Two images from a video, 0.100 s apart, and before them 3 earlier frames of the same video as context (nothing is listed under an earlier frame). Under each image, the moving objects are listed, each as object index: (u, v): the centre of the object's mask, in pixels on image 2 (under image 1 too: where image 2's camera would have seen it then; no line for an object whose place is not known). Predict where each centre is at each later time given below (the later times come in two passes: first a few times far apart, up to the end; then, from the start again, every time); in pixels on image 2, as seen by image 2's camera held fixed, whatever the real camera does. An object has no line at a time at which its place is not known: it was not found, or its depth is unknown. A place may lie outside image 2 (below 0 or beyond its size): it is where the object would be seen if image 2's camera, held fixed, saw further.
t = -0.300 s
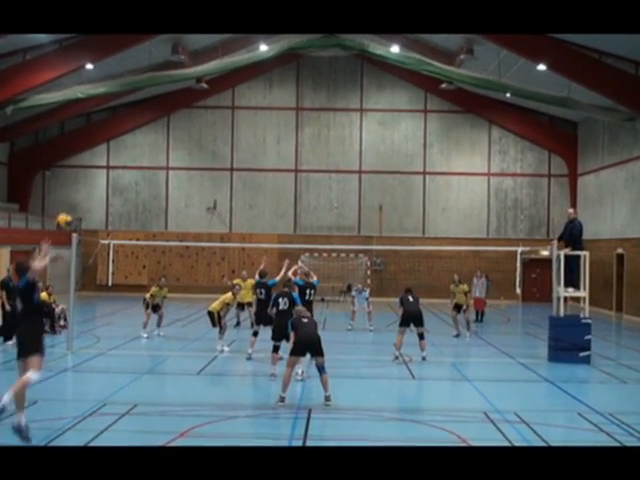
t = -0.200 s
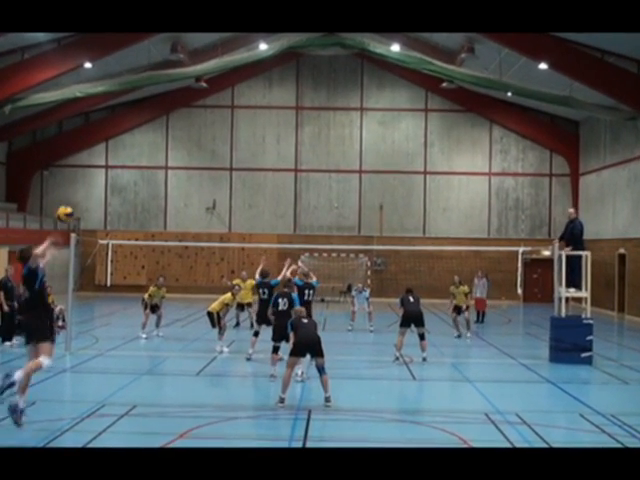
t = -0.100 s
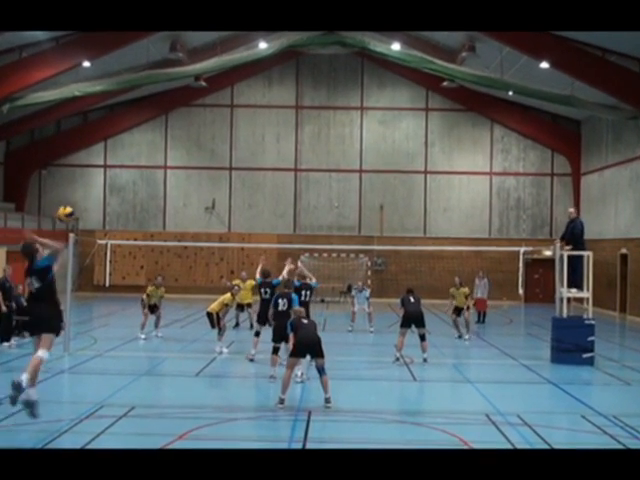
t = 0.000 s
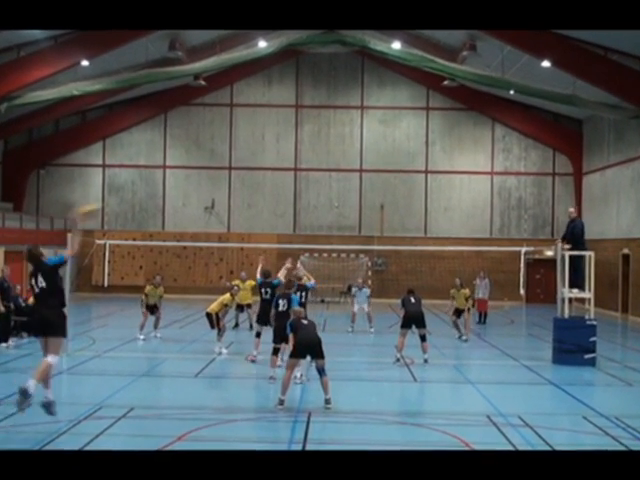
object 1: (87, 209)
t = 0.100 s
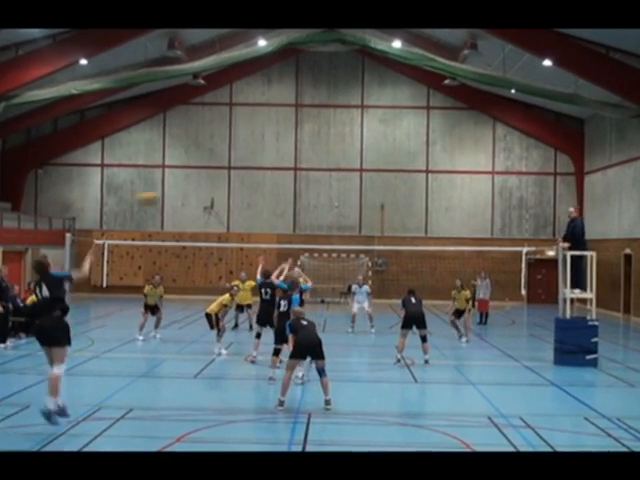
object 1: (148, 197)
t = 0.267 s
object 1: (223, 198)
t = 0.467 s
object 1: (283, 217)
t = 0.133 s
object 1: (166, 197)
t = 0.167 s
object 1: (182, 197)
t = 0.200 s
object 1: (197, 196)
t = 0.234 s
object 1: (210, 198)
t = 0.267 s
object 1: (223, 198)
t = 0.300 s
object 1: (236, 201)
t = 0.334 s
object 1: (247, 202)
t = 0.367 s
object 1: (257, 205)
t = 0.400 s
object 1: (267, 210)
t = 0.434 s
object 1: (275, 214)
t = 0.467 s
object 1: (283, 217)
